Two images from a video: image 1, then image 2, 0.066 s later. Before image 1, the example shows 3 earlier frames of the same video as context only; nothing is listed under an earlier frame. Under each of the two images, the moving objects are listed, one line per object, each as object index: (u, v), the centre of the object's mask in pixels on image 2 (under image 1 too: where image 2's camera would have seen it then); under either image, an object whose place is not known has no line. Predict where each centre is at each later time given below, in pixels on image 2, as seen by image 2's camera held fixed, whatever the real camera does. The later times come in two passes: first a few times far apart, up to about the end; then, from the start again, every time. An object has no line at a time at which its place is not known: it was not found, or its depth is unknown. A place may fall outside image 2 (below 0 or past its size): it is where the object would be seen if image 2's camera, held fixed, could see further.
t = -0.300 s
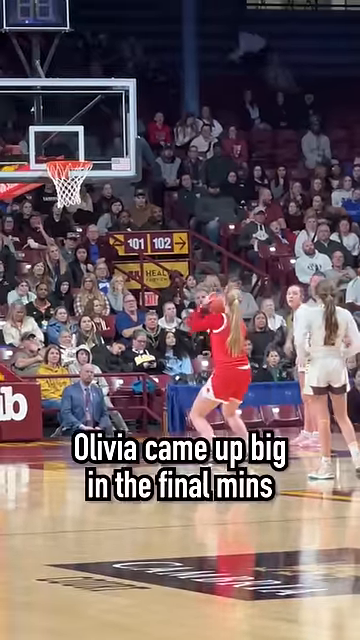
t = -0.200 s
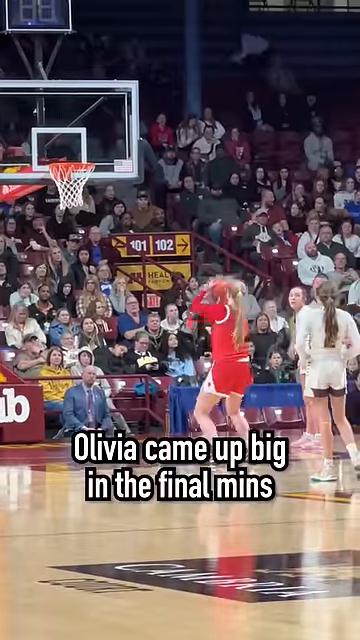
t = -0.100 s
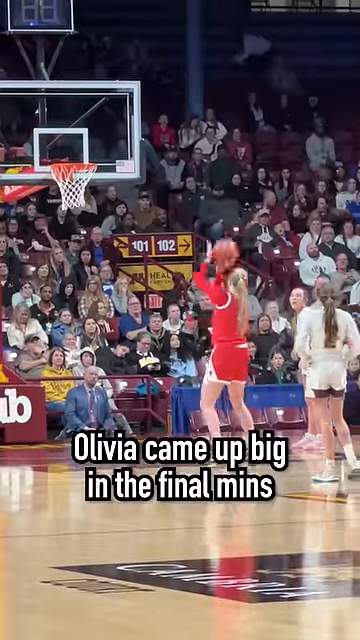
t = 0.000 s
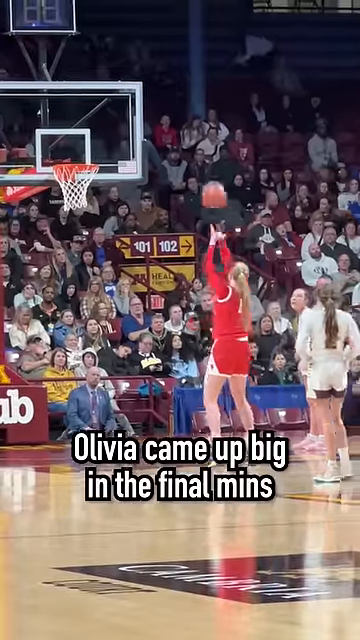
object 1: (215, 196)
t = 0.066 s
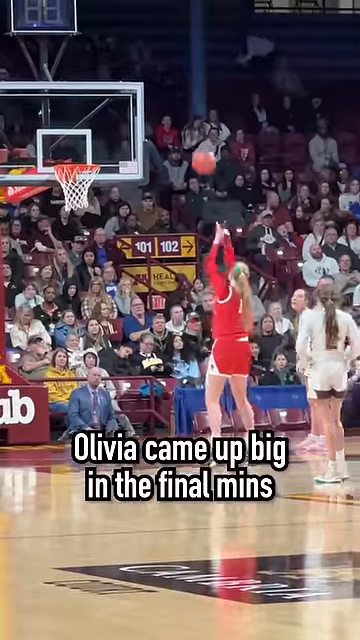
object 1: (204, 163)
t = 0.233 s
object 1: (176, 95)
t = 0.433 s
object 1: (145, 56)
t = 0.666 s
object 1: (112, 61)
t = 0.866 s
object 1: (86, 104)
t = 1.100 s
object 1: (88, 185)
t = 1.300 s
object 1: (106, 217)
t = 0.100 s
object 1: (198, 145)
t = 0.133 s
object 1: (192, 131)
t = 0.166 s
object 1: (187, 116)
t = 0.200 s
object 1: (181, 106)
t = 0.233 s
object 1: (176, 95)
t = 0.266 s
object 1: (170, 86)
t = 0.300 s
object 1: (165, 77)
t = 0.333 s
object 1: (160, 70)
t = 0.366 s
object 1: (155, 64)
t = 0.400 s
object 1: (150, 60)
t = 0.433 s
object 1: (145, 56)
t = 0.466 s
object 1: (140, 53)
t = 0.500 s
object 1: (135, 52)
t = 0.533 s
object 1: (130, 52)
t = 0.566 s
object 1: (126, 52)
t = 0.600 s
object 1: (121, 54)
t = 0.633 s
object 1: (116, 57)
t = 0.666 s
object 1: (112, 61)
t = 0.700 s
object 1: (107, 65)
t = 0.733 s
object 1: (103, 70)
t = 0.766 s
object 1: (98, 77)
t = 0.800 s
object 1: (94, 85)
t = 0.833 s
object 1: (90, 95)
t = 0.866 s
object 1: (86, 104)
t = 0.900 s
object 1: (82, 114)
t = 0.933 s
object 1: (78, 125)
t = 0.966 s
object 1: (74, 138)
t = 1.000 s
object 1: (70, 151)
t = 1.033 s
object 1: (67, 161)
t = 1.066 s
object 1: (73, 173)
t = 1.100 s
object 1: (88, 185)
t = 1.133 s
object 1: (90, 187)
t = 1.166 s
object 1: (93, 201)
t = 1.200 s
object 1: (94, 201)
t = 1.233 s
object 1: (97, 204)
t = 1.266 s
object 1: (104, 209)
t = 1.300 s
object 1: (106, 217)
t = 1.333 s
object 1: (110, 224)
